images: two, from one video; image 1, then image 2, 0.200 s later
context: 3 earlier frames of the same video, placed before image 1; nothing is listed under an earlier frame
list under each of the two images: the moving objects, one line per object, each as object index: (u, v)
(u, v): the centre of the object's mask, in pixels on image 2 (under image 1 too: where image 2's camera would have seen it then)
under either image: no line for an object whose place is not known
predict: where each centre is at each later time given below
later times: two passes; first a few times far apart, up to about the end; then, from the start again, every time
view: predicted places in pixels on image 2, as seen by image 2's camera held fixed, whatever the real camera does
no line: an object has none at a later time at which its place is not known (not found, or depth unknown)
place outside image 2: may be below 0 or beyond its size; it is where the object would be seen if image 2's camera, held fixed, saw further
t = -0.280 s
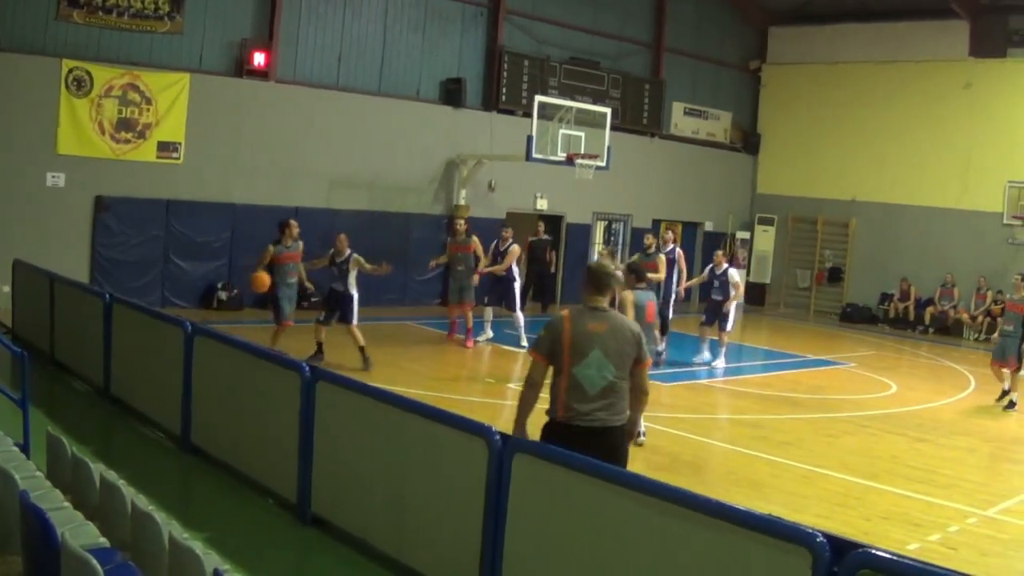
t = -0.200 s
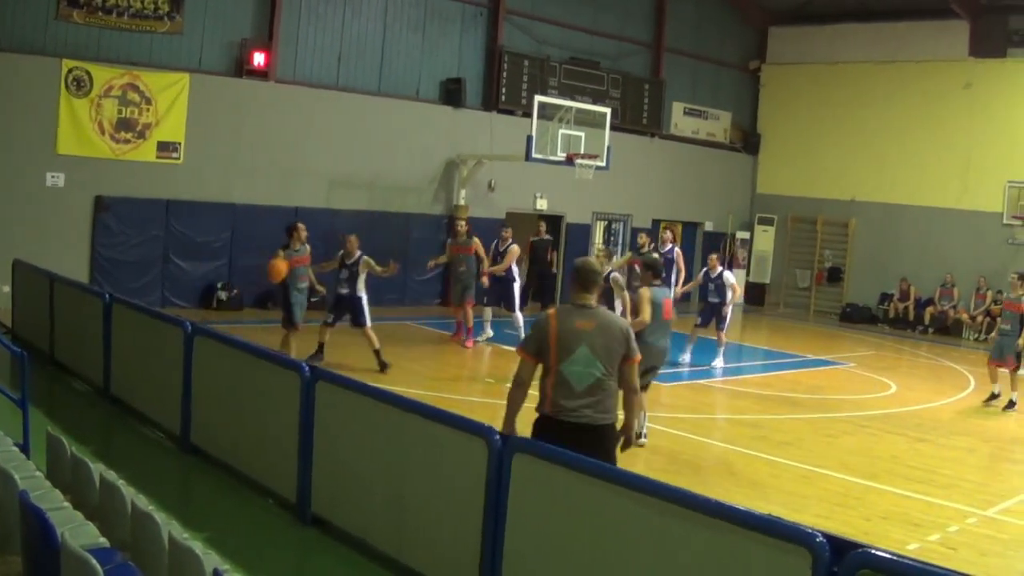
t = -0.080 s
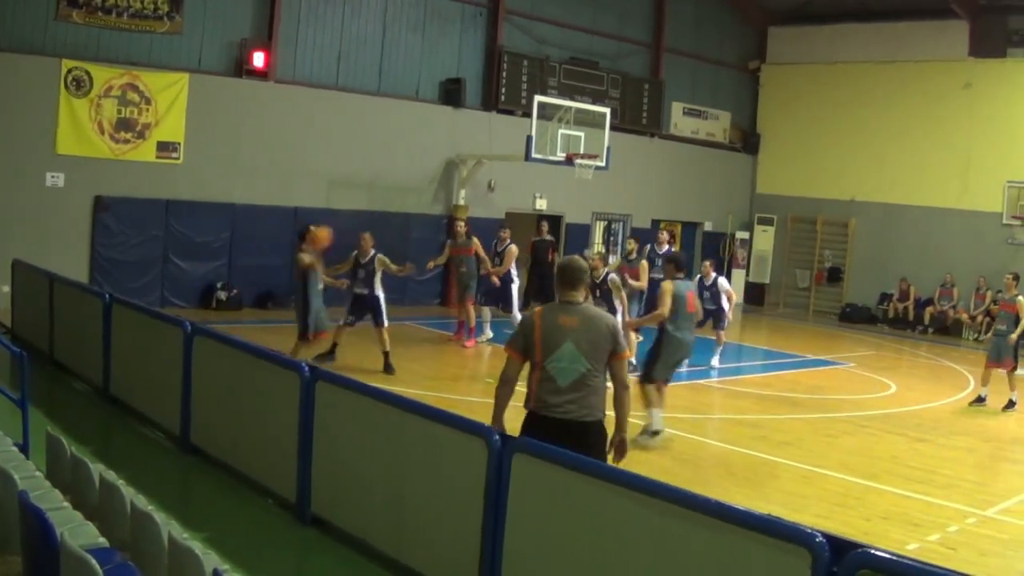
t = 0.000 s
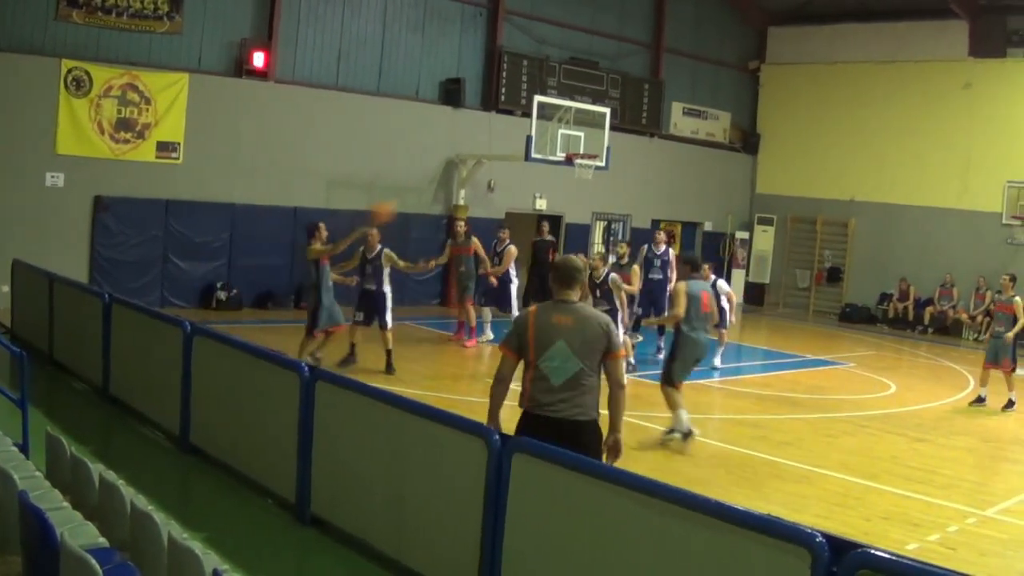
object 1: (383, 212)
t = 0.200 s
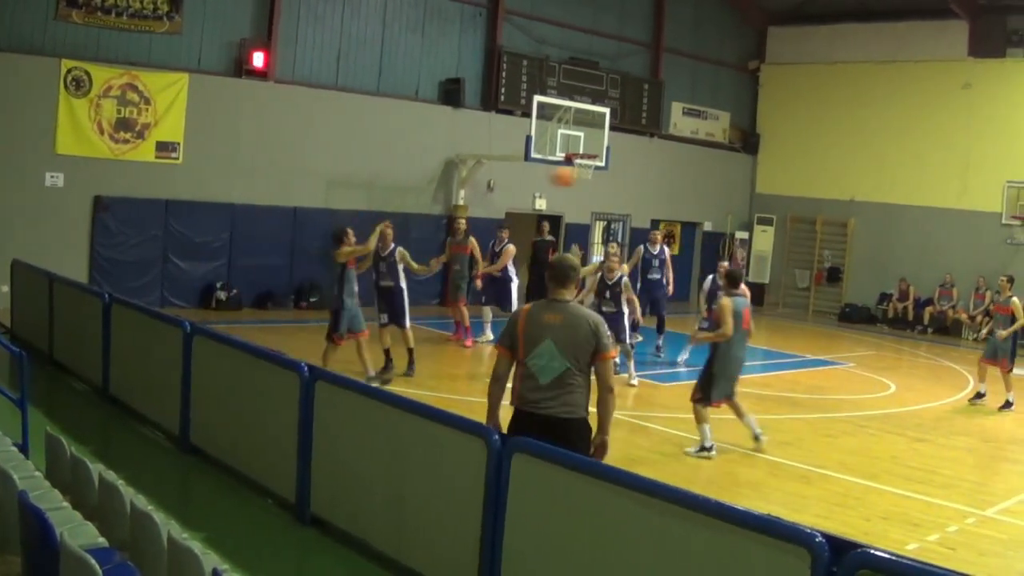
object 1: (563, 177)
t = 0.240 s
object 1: (599, 174)
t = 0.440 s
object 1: (754, 181)
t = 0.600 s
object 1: (863, 210)
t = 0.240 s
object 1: (599, 174)
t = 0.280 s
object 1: (633, 172)
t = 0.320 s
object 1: (664, 173)
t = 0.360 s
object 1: (696, 174)
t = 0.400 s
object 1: (726, 177)
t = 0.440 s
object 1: (754, 181)
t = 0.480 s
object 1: (783, 187)
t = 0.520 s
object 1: (810, 195)
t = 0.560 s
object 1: (838, 202)
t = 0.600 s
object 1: (863, 210)
